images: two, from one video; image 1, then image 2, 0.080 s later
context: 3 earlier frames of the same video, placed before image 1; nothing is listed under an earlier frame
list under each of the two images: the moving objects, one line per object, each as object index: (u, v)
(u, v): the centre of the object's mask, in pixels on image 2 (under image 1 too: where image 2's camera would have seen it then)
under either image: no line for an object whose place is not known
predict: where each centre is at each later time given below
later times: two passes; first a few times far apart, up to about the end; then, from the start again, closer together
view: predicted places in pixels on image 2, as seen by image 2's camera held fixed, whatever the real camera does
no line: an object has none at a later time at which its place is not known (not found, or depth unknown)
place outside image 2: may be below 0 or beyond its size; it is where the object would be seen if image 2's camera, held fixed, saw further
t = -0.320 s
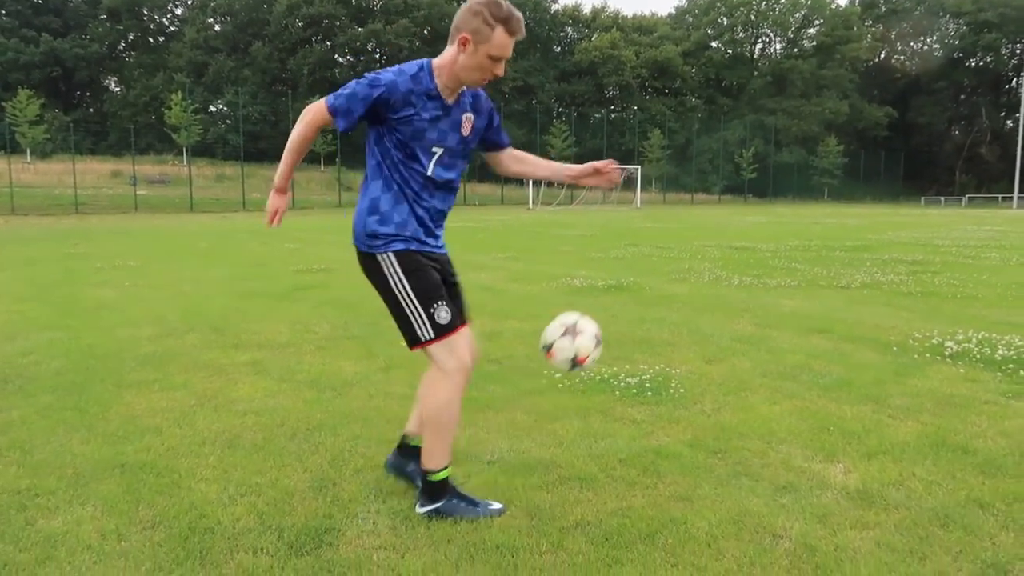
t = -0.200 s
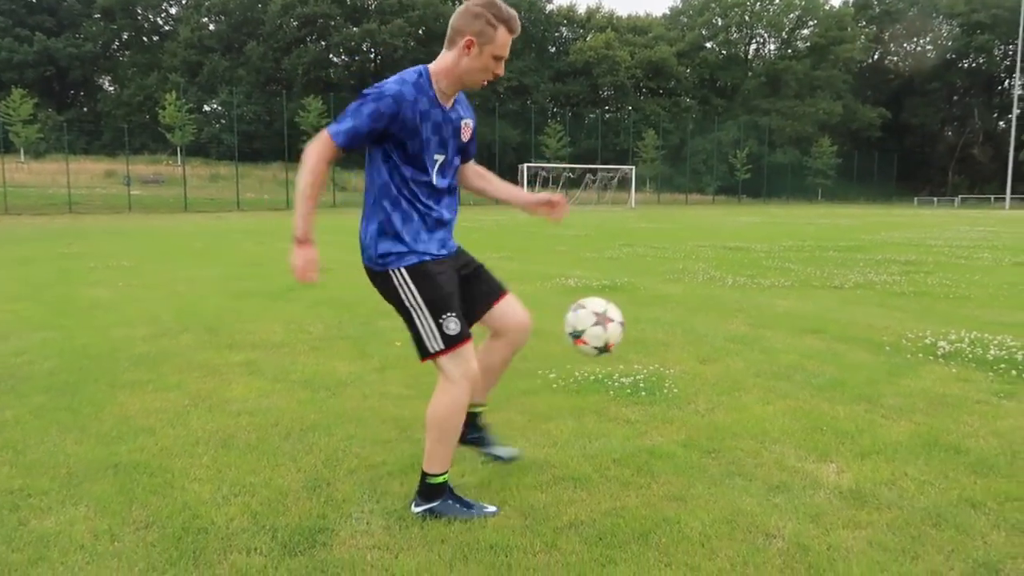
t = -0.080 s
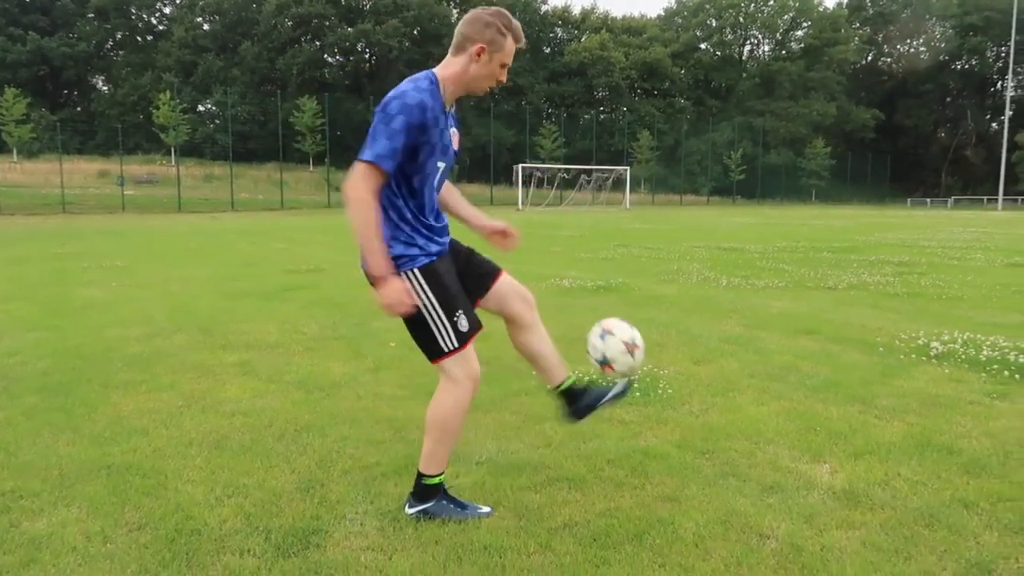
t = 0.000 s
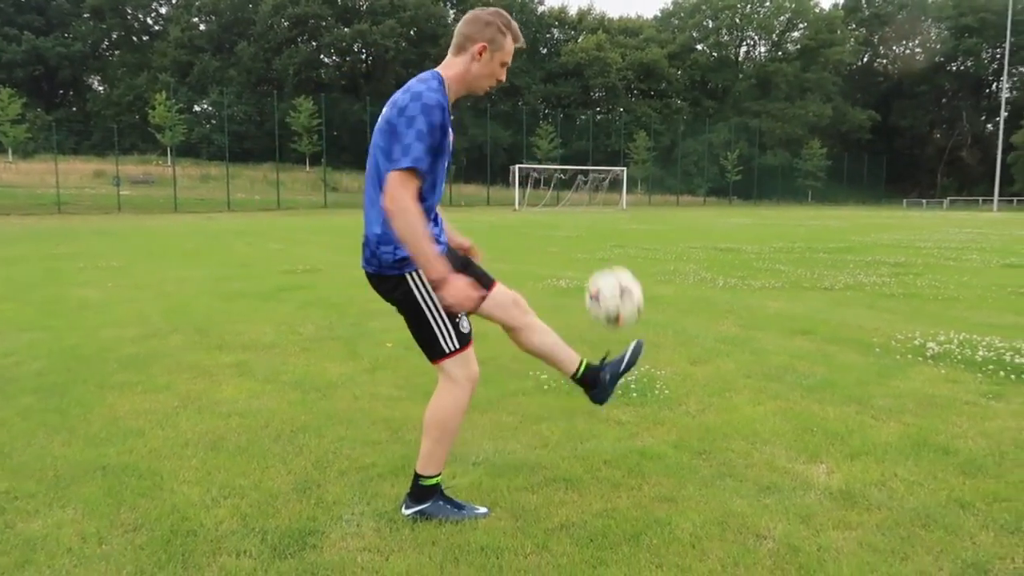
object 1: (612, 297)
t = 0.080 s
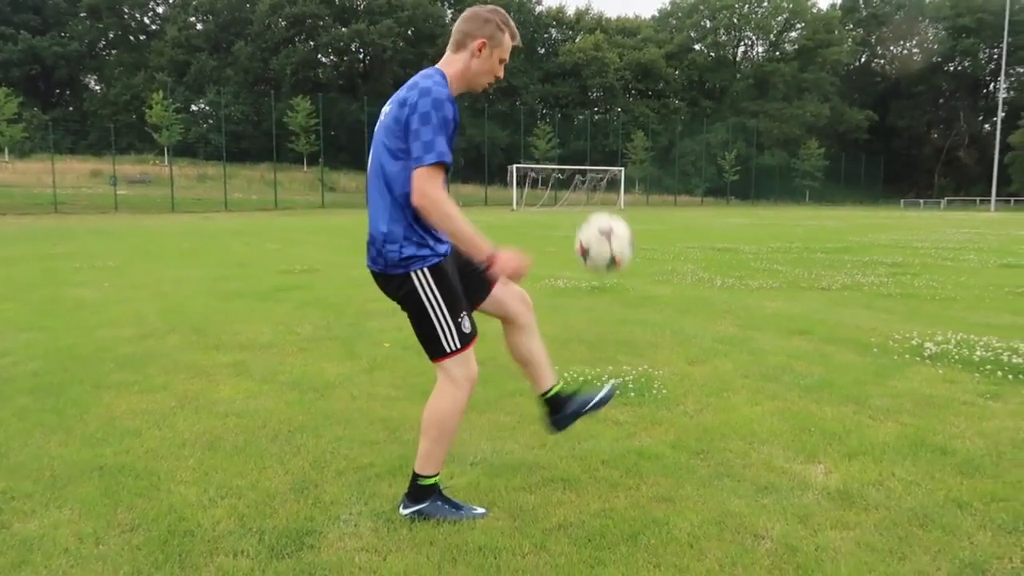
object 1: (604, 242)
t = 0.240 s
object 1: (588, 179)
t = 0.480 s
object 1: (562, 211)
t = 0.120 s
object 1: (600, 221)
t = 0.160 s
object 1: (596, 202)
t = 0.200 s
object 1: (592, 189)
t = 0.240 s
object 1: (588, 179)
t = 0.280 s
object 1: (583, 174)
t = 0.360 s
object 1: (575, 176)
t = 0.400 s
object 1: (571, 183)
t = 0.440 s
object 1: (566, 195)
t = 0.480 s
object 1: (562, 211)
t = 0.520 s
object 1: (558, 232)
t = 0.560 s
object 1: (553, 259)
